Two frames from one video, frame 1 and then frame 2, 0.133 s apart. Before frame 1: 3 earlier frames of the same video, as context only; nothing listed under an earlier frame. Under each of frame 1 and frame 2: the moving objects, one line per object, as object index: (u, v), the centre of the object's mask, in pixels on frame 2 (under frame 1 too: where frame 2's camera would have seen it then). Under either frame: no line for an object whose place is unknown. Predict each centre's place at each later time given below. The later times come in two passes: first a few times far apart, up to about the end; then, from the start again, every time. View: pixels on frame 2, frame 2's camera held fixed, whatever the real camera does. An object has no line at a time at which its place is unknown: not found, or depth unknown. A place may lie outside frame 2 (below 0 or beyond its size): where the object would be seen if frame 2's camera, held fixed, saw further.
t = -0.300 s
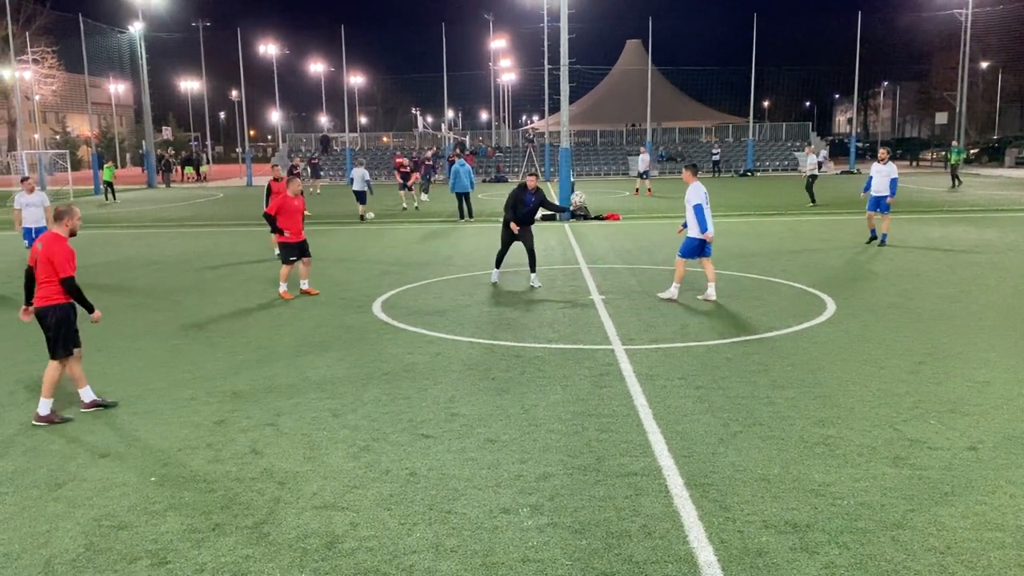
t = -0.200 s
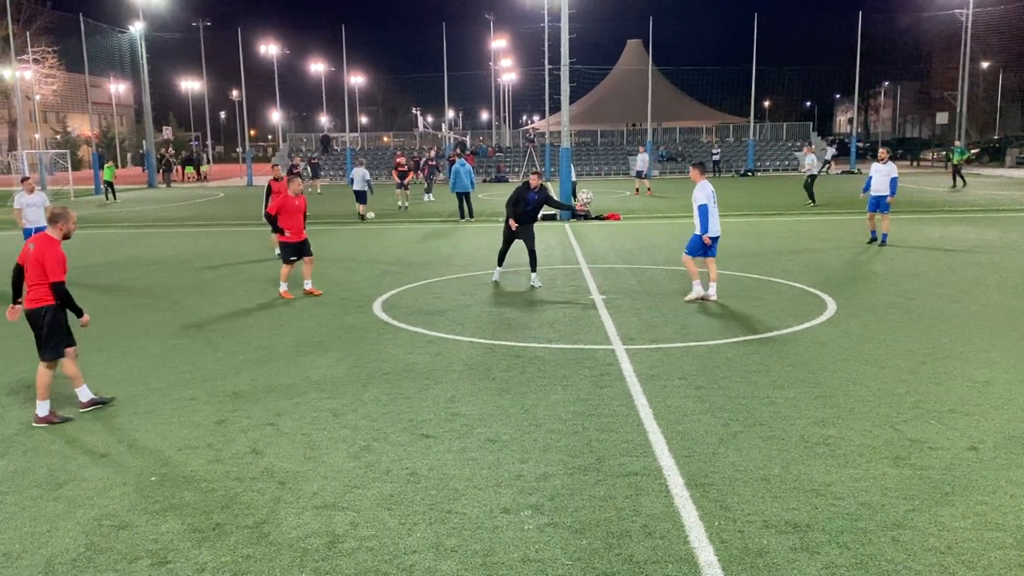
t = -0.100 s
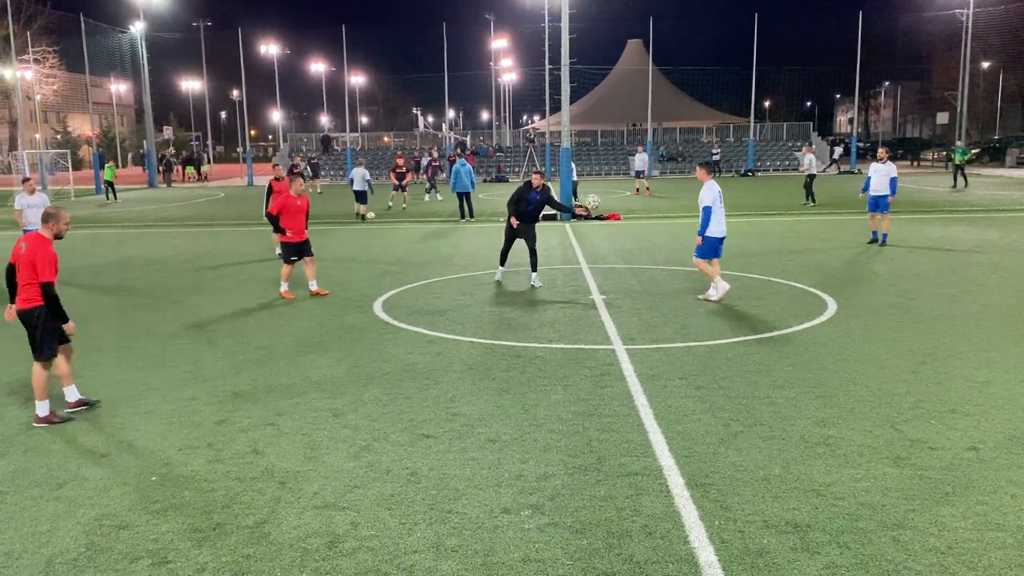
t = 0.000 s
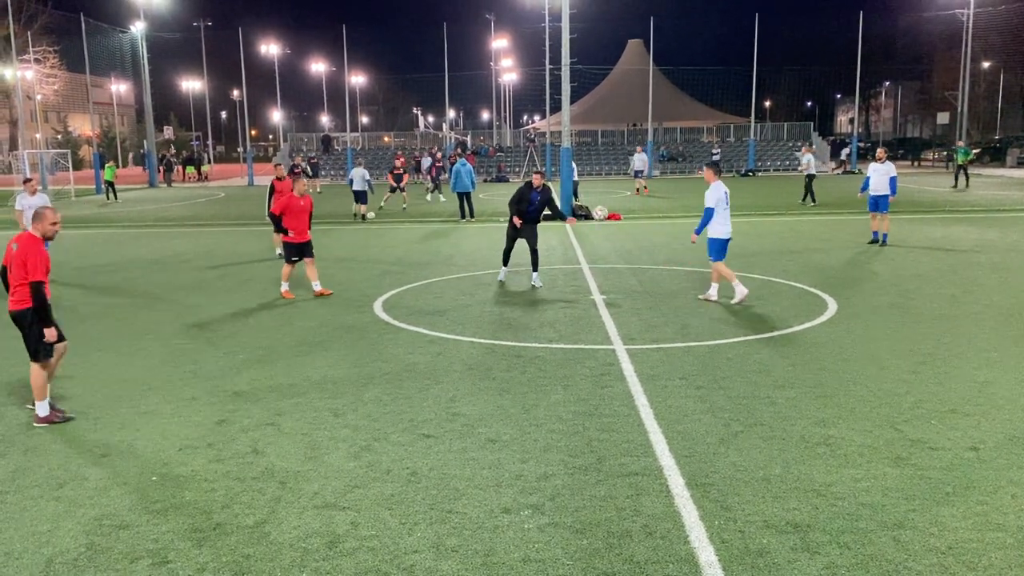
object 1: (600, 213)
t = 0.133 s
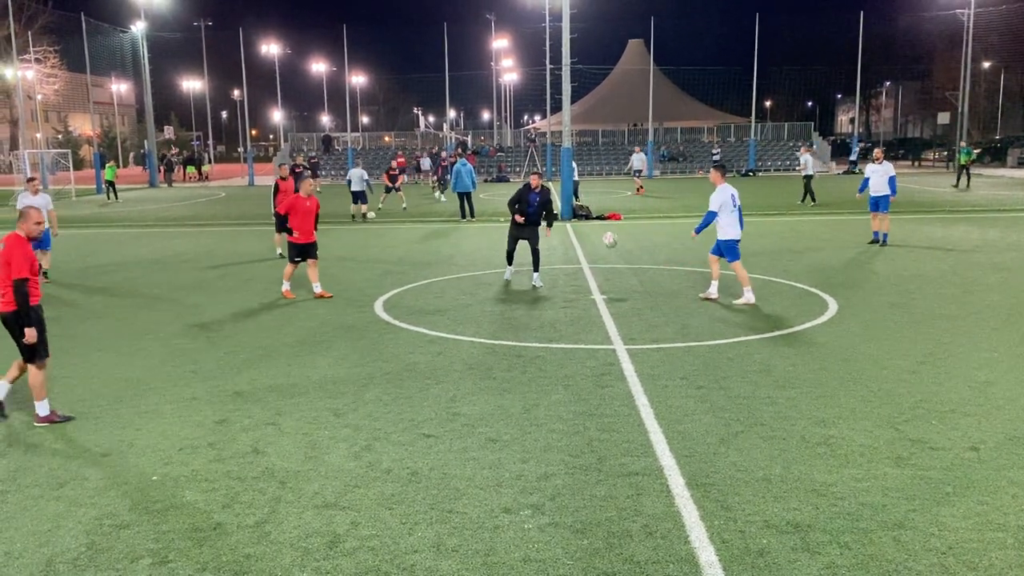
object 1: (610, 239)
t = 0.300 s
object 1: (620, 281)
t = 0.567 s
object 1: (629, 250)
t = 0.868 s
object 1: (638, 272)
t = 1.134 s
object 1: (646, 270)
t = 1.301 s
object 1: (652, 278)
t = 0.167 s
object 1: (612, 248)
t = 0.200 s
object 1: (614, 257)
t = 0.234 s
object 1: (616, 267)
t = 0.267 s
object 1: (619, 277)
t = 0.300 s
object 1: (620, 281)
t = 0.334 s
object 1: (622, 275)
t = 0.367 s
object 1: (622, 269)
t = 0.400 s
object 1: (624, 263)
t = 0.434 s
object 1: (625, 259)
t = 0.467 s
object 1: (626, 256)
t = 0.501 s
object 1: (627, 253)
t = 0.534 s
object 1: (628, 251)
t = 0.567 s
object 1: (629, 250)
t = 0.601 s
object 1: (630, 249)
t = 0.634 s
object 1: (631, 249)
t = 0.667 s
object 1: (632, 250)
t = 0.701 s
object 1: (633, 252)
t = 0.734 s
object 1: (634, 254)
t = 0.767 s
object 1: (635, 257)
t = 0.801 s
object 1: (636, 261)
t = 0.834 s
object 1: (637, 266)
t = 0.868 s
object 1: (638, 272)
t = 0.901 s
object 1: (639, 278)
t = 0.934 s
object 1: (640, 285)
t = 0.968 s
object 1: (641, 281)
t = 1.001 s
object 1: (643, 278)
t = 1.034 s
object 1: (643, 274)
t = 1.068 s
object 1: (645, 272)
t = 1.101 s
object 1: (646, 271)
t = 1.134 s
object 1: (646, 270)
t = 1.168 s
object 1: (648, 270)
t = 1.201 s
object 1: (649, 271)
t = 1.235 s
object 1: (650, 273)
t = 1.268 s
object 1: (651, 275)
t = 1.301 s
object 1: (652, 278)
